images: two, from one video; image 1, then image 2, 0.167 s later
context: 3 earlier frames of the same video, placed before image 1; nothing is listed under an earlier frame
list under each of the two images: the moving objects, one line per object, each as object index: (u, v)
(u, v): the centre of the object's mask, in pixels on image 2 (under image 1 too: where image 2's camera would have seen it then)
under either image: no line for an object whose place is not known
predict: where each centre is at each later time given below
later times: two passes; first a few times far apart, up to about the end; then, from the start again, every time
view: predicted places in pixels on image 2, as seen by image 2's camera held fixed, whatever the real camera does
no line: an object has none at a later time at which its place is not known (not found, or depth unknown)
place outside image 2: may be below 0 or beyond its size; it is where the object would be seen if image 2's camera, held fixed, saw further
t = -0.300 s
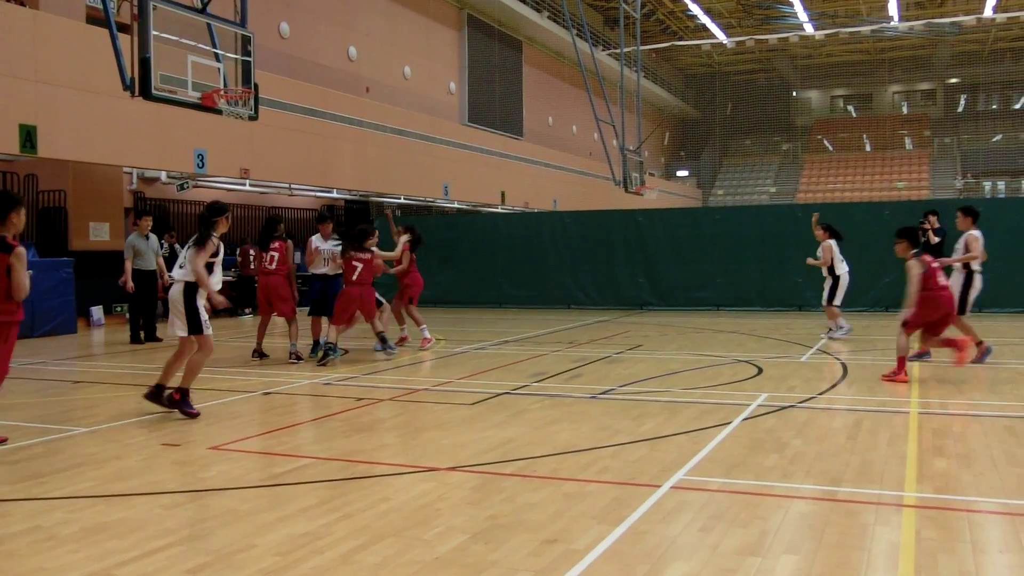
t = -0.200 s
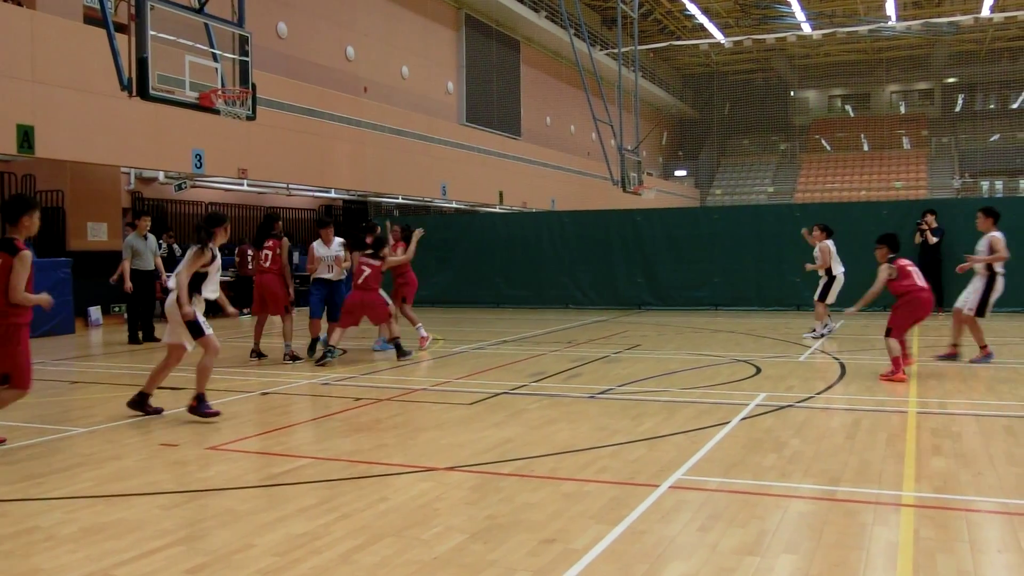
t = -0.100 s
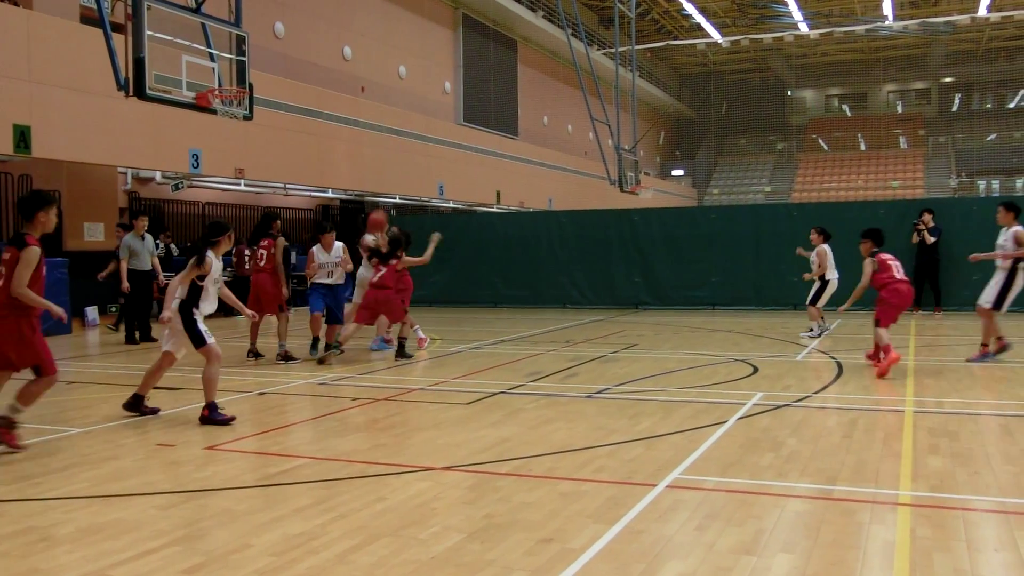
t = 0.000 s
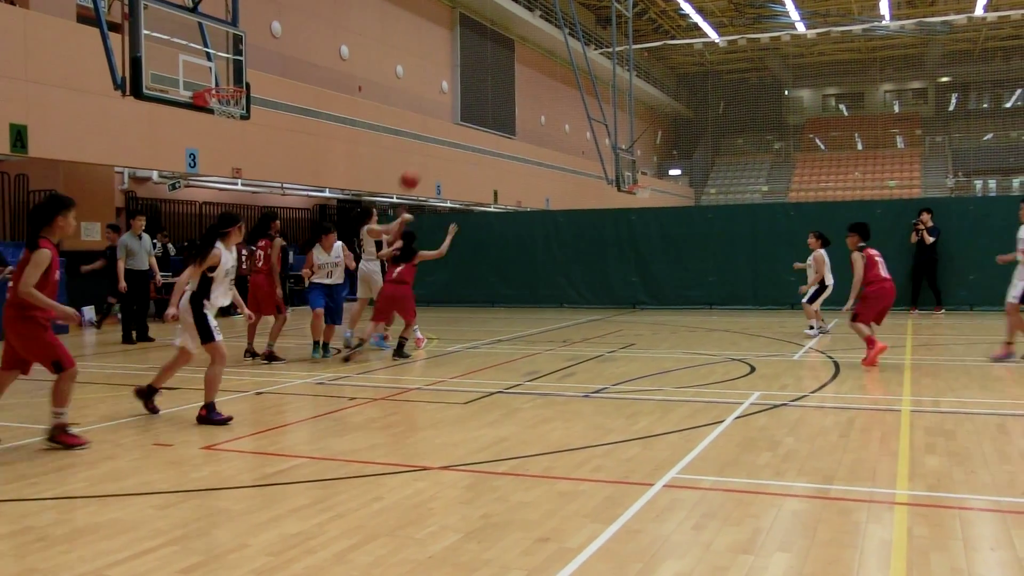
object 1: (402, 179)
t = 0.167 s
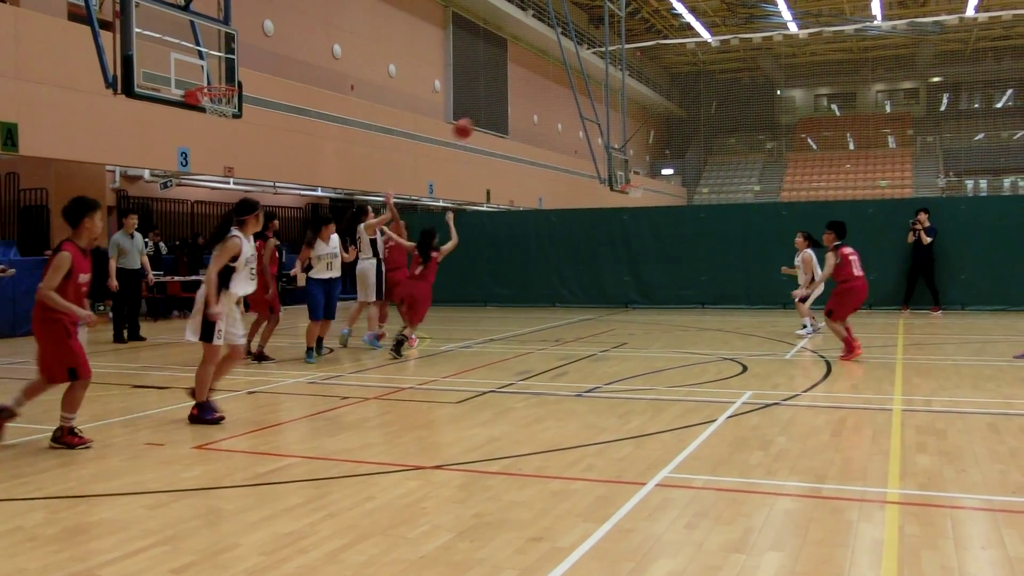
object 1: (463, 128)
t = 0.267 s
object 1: (499, 110)
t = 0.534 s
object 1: (594, 100)
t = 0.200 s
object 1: (475, 121)
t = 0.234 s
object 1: (487, 115)
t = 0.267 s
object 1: (499, 110)
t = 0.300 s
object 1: (511, 106)
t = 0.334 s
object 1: (523, 102)
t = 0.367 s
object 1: (535, 100)
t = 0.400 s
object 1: (547, 98)
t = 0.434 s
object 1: (558, 97)
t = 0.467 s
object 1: (571, 97)
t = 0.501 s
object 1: (582, 98)
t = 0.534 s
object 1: (594, 100)
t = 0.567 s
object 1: (605, 103)
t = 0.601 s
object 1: (617, 106)
